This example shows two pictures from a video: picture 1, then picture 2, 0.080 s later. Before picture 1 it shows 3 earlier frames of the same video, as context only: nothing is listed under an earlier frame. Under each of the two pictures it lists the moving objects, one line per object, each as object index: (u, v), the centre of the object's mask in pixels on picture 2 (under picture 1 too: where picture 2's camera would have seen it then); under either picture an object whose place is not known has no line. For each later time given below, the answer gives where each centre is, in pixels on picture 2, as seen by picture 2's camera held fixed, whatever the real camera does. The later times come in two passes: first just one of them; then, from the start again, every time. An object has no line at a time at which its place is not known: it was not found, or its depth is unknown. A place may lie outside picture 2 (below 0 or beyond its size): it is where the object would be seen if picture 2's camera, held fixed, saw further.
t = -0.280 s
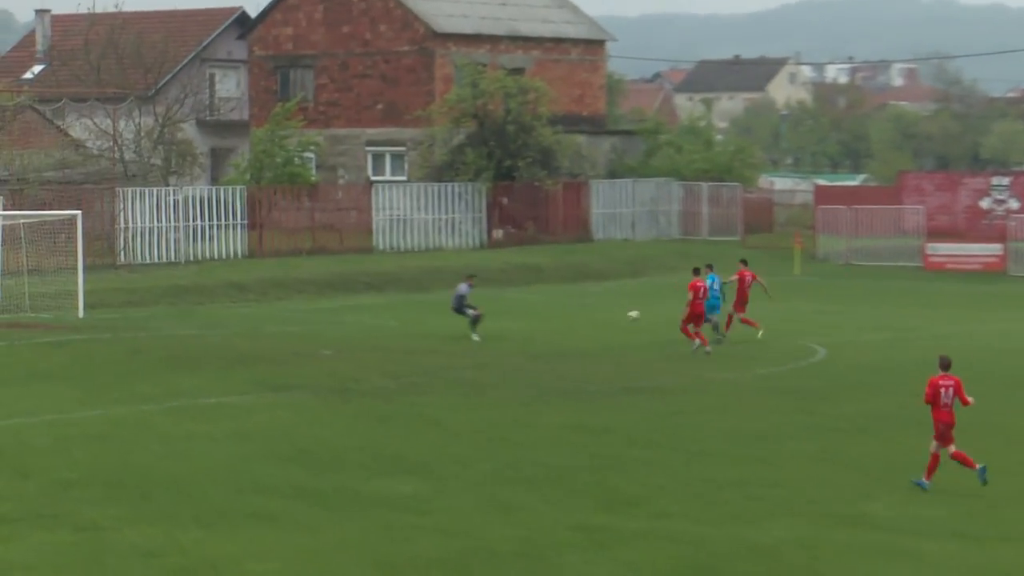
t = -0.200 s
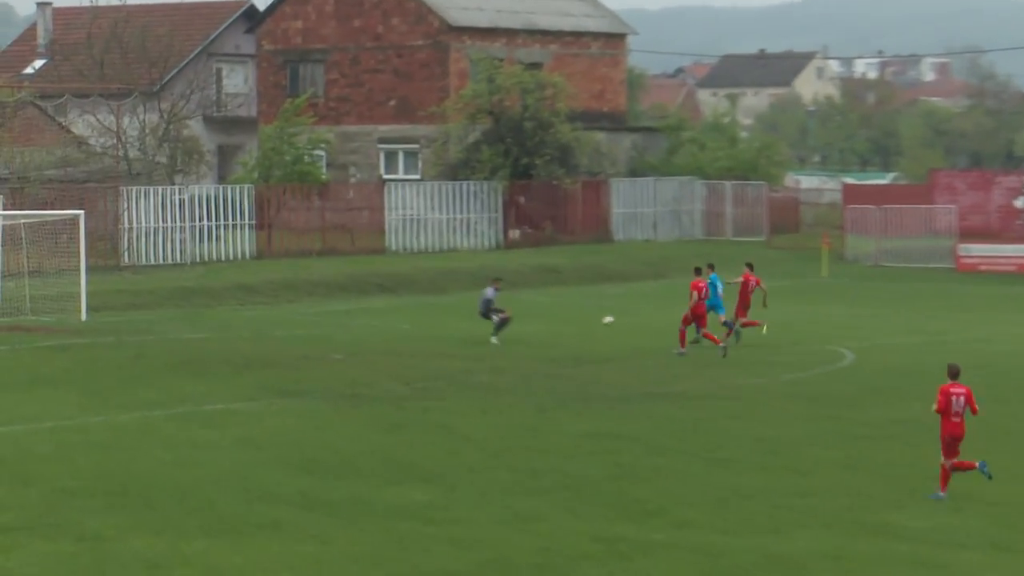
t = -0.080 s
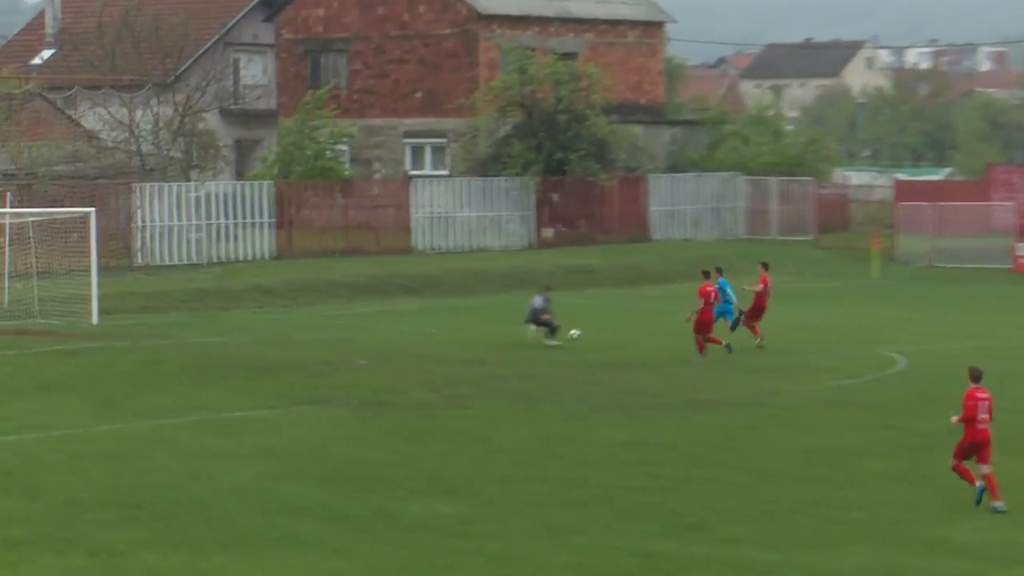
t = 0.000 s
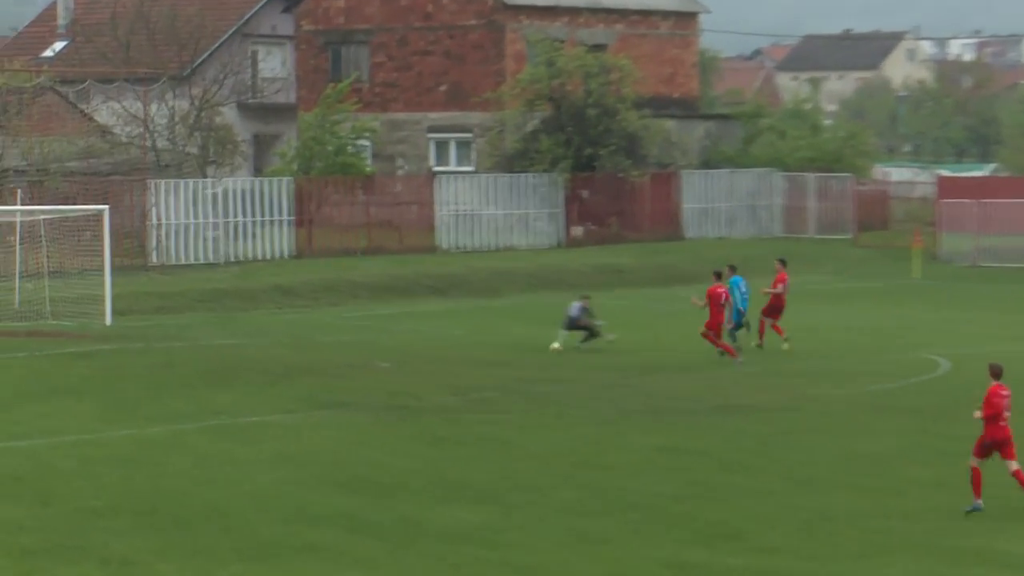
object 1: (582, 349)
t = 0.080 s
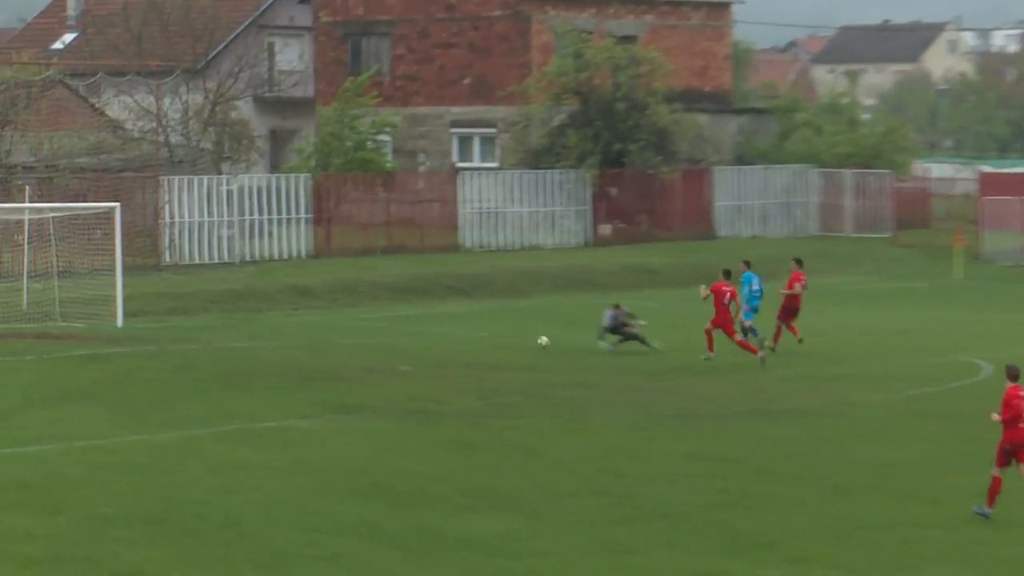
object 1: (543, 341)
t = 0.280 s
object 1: (452, 329)
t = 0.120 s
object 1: (525, 337)
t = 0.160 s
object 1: (506, 333)
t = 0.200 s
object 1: (488, 331)
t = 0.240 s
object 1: (470, 329)
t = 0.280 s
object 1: (452, 329)
